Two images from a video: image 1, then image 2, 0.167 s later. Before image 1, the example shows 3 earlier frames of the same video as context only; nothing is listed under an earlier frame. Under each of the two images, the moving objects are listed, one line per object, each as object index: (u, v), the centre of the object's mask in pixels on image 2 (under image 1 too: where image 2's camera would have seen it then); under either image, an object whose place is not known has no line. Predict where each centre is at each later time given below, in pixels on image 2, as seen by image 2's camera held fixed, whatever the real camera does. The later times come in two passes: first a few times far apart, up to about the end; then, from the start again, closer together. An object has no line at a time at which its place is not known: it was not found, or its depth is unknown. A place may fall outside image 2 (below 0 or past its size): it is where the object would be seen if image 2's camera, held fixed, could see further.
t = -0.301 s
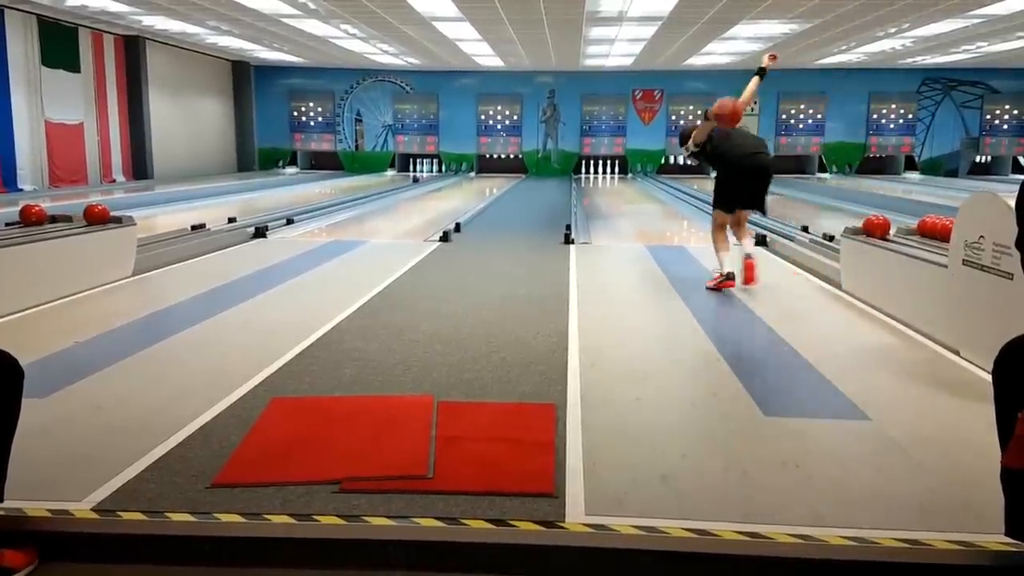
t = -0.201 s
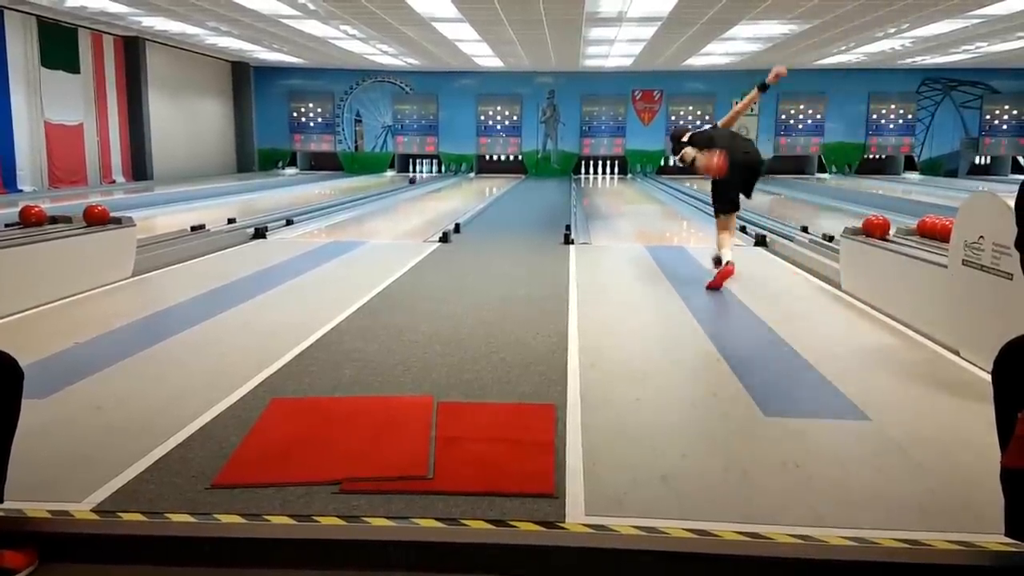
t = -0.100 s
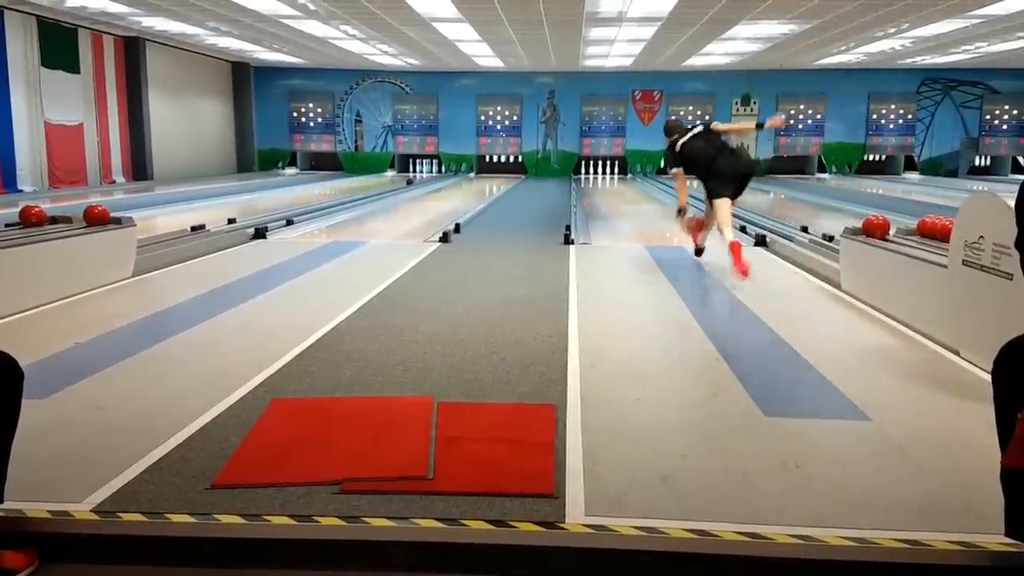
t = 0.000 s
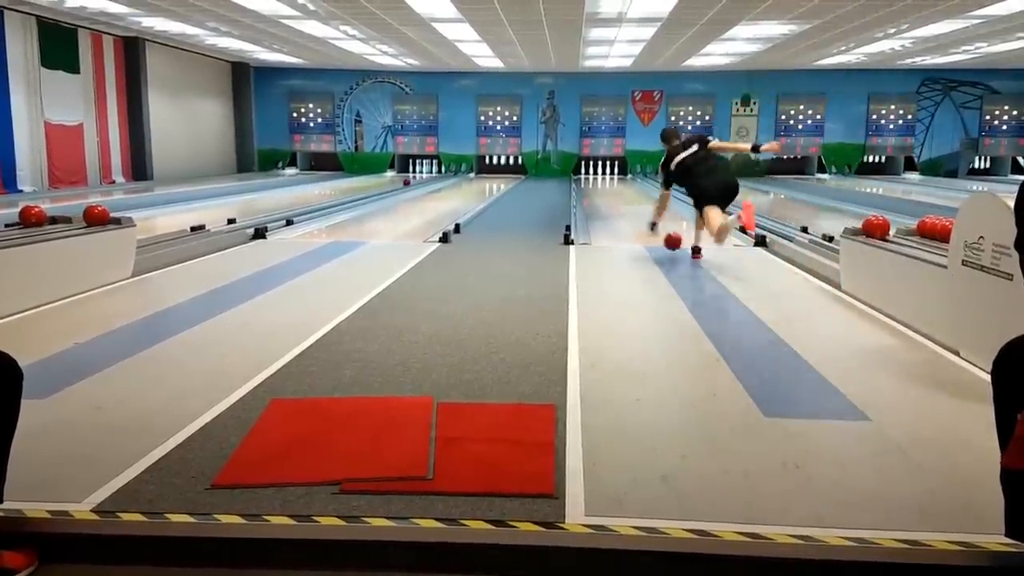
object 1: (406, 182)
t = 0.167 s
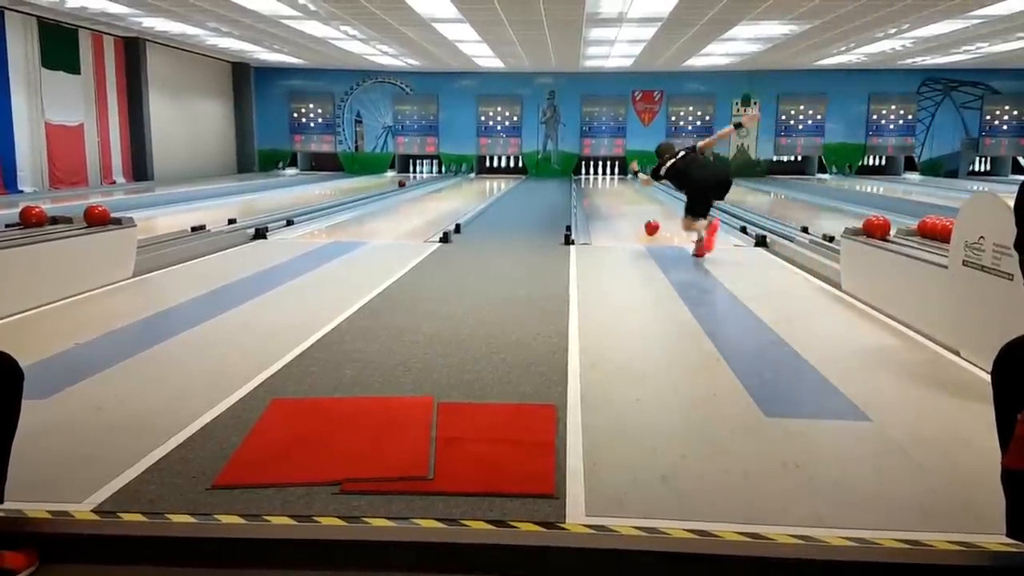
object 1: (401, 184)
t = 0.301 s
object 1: (397, 185)
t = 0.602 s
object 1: (387, 187)
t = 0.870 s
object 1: (376, 189)
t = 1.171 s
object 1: (363, 192)
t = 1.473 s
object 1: (348, 196)
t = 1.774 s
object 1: (331, 200)
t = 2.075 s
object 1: (311, 204)
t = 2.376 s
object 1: (287, 209)
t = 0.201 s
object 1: (400, 184)
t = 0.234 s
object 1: (399, 184)
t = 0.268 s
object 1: (398, 184)
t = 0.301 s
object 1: (397, 185)
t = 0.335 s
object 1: (396, 185)
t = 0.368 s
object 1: (395, 185)
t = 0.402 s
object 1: (393, 186)
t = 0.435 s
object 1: (392, 186)
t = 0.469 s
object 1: (391, 186)
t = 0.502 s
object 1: (390, 186)
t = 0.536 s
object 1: (389, 186)
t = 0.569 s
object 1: (388, 186)
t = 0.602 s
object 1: (387, 187)
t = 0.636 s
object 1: (385, 187)
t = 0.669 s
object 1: (384, 187)
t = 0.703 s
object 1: (383, 188)
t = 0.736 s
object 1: (381, 188)
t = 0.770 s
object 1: (380, 188)
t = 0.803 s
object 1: (379, 189)
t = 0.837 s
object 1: (377, 189)
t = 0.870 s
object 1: (376, 189)
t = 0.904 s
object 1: (375, 189)
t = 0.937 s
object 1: (373, 190)
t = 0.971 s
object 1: (372, 190)
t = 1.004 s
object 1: (371, 190)
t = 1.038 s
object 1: (369, 191)
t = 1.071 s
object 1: (368, 191)
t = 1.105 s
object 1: (366, 192)
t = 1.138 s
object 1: (365, 192)
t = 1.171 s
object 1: (363, 192)
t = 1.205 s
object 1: (362, 193)
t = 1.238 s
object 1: (360, 193)
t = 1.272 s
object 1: (358, 193)
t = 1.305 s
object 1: (357, 194)
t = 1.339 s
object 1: (355, 194)
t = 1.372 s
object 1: (354, 194)
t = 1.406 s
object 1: (351, 195)
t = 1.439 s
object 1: (350, 195)
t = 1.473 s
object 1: (348, 196)
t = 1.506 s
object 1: (347, 196)
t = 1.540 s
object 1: (345, 196)
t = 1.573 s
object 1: (343, 197)
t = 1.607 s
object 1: (341, 197)
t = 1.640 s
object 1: (339, 198)
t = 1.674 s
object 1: (337, 198)
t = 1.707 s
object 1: (335, 199)
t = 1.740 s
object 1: (333, 199)
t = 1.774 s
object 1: (331, 200)
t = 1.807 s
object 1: (329, 200)
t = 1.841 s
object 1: (327, 201)
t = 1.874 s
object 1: (325, 201)
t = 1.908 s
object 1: (322, 202)
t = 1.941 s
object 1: (320, 202)
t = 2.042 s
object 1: (313, 203)
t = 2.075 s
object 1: (311, 204)
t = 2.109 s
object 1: (309, 205)
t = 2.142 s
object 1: (306, 205)
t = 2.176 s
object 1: (304, 206)
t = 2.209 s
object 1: (301, 206)
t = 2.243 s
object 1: (299, 207)
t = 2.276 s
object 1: (296, 207)
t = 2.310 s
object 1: (293, 207)
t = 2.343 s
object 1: (290, 209)
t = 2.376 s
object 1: (287, 209)
